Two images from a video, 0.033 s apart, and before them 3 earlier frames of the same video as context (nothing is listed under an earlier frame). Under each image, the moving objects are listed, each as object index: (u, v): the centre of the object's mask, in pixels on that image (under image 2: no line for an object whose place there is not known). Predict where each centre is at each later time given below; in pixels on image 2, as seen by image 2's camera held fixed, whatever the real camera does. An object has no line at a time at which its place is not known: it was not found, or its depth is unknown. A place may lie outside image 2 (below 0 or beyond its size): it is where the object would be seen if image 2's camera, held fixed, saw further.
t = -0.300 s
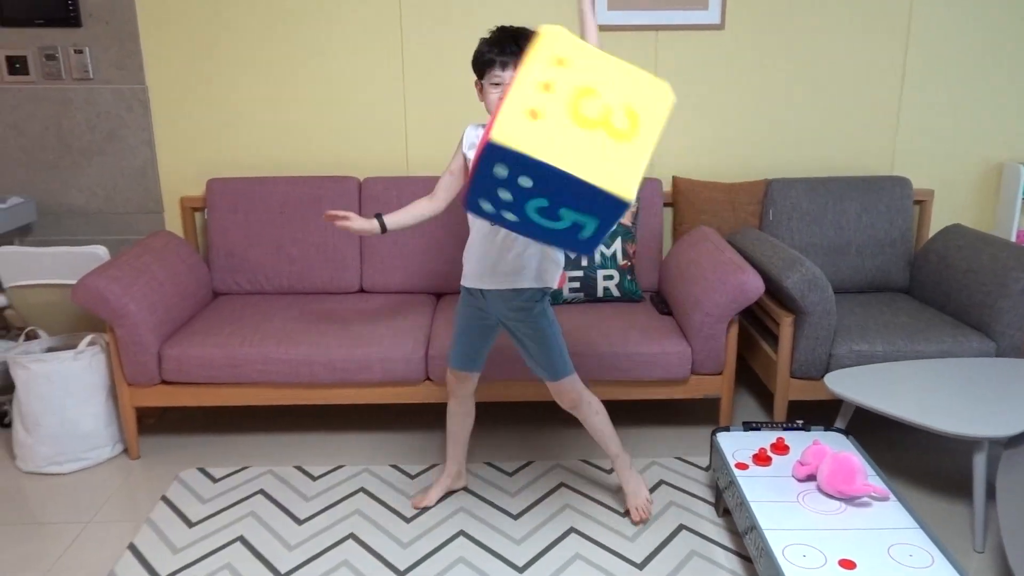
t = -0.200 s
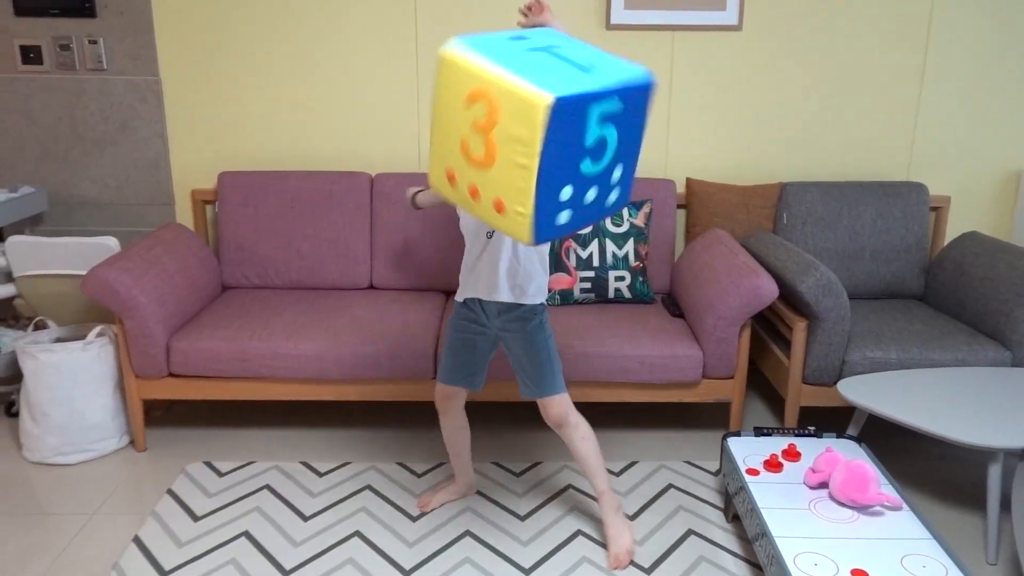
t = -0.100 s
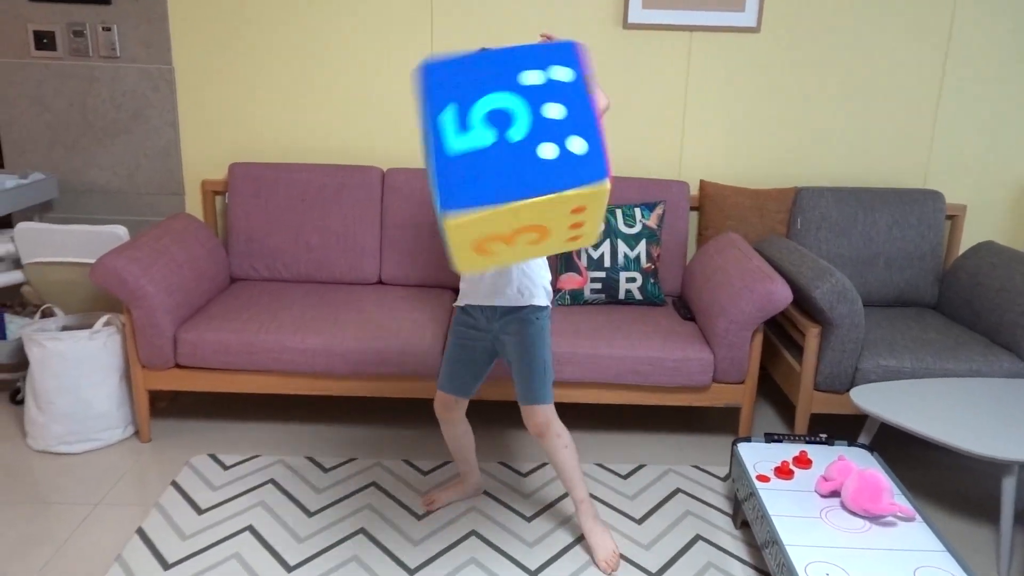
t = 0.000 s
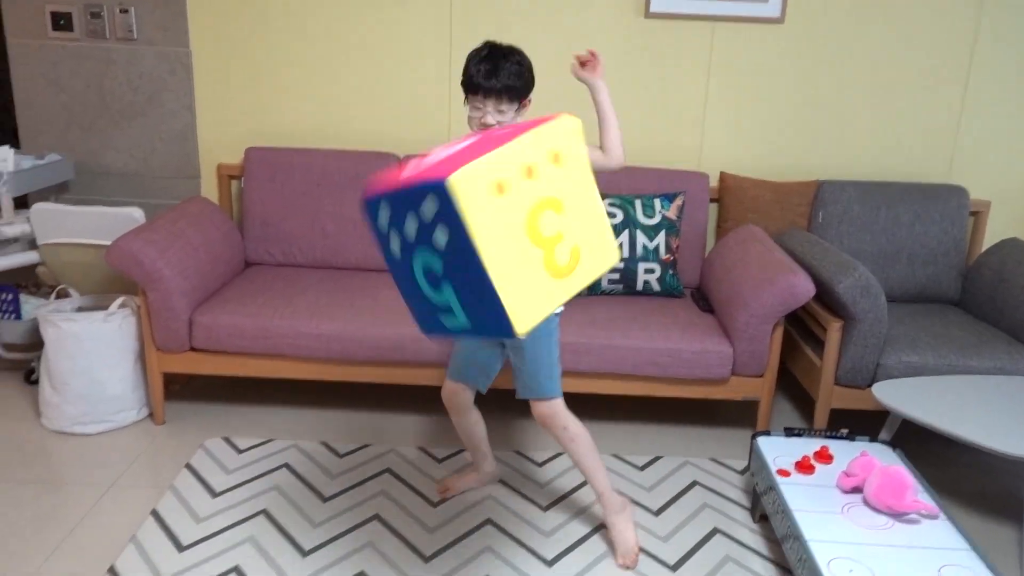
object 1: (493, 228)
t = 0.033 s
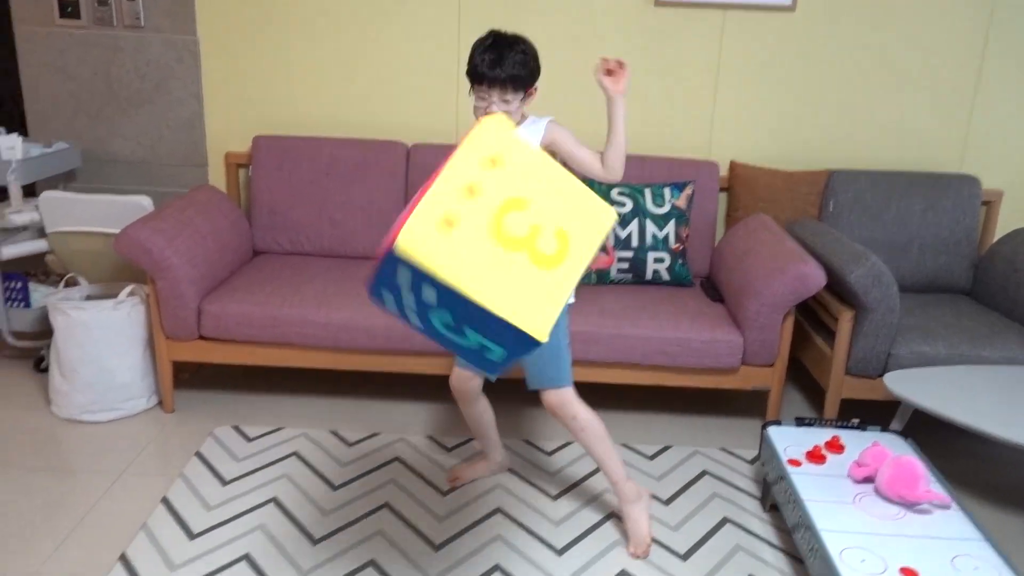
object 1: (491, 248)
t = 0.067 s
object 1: (463, 287)
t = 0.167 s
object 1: (422, 444)
